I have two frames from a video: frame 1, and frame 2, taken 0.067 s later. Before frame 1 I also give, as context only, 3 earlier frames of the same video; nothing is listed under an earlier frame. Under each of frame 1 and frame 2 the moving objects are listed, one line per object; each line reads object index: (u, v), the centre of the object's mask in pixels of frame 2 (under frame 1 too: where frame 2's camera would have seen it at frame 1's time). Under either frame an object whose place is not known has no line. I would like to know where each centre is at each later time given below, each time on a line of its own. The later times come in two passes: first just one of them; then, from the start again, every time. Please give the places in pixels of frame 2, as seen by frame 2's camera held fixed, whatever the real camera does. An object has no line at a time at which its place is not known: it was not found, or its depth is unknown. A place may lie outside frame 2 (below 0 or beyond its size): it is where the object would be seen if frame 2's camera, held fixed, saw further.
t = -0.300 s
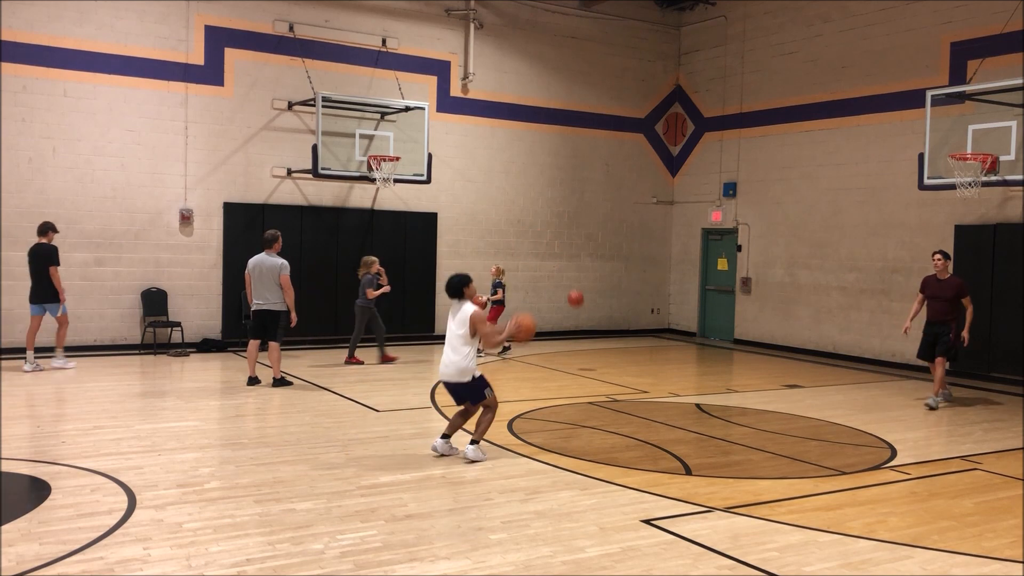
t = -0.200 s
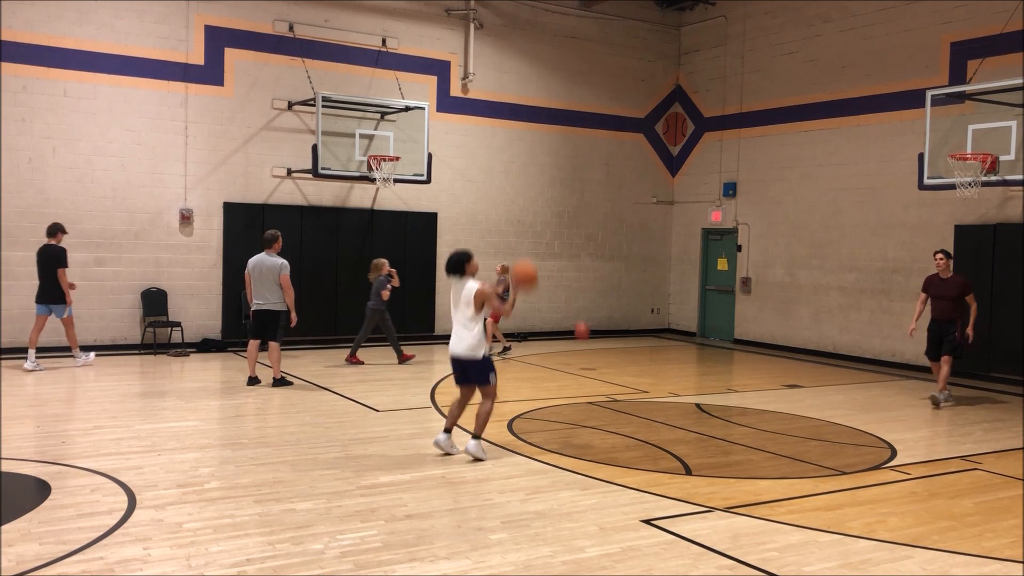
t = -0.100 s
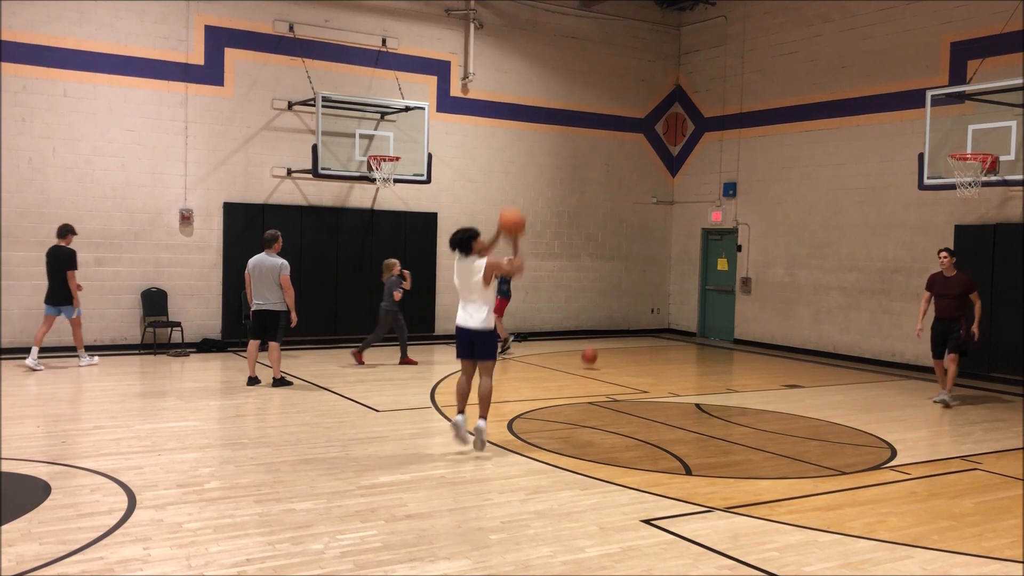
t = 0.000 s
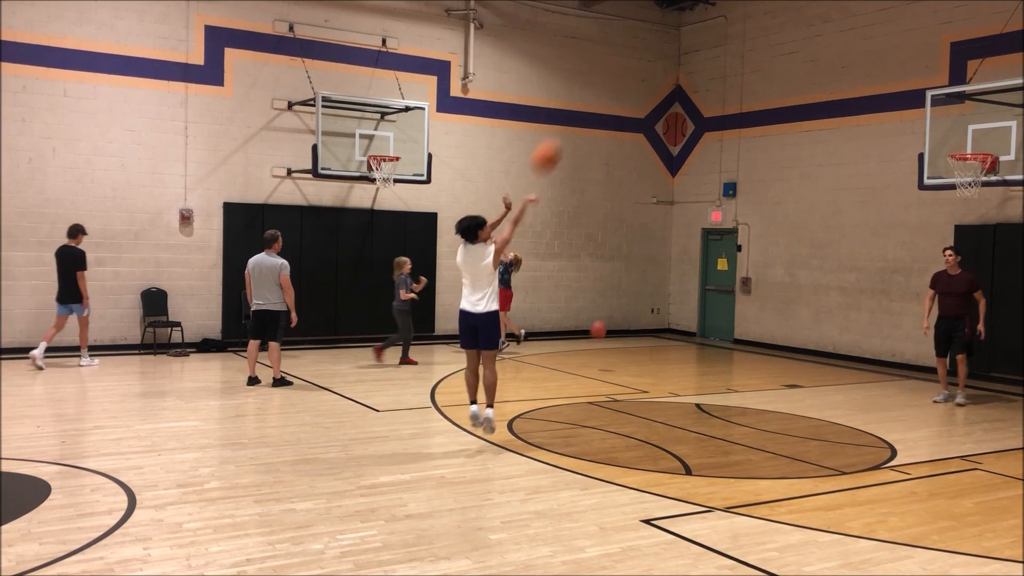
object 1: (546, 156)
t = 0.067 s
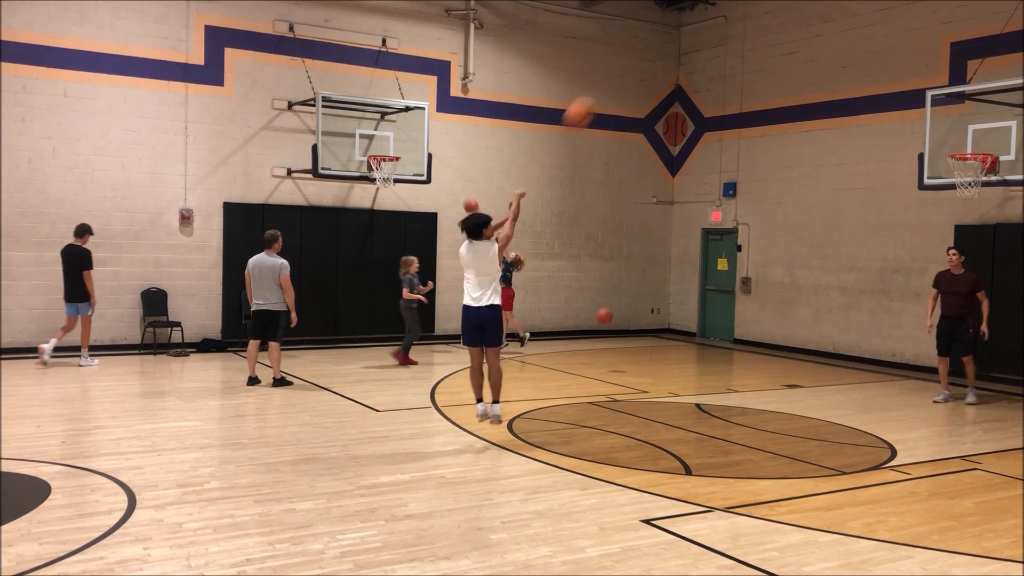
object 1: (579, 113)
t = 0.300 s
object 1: (683, 14)
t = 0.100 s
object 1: (595, 94)
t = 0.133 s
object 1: (611, 77)
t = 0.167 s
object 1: (626, 61)
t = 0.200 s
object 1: (640, 48)
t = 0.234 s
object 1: (655, 35)
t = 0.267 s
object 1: (669, 25)
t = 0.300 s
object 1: (683, 14)
